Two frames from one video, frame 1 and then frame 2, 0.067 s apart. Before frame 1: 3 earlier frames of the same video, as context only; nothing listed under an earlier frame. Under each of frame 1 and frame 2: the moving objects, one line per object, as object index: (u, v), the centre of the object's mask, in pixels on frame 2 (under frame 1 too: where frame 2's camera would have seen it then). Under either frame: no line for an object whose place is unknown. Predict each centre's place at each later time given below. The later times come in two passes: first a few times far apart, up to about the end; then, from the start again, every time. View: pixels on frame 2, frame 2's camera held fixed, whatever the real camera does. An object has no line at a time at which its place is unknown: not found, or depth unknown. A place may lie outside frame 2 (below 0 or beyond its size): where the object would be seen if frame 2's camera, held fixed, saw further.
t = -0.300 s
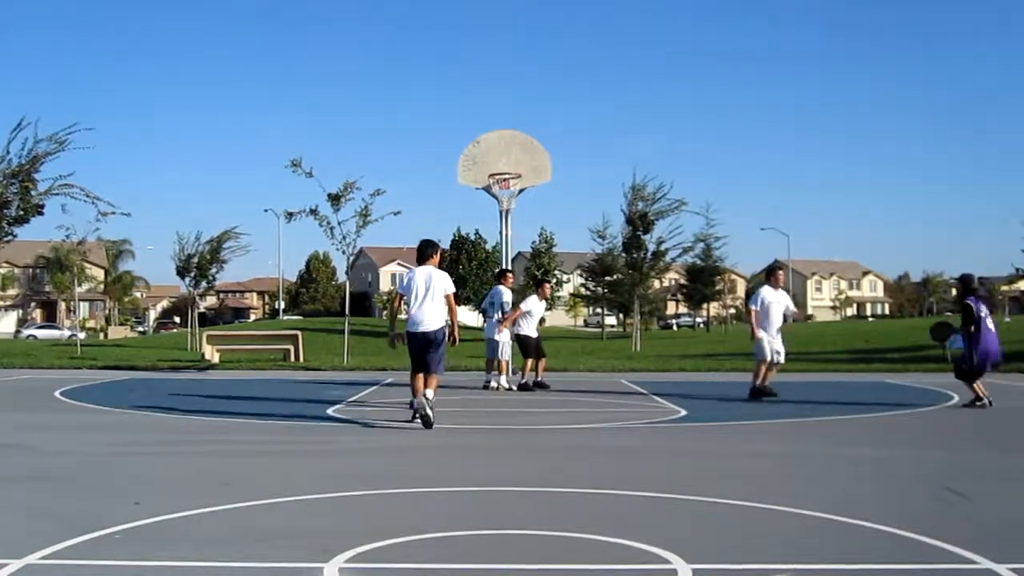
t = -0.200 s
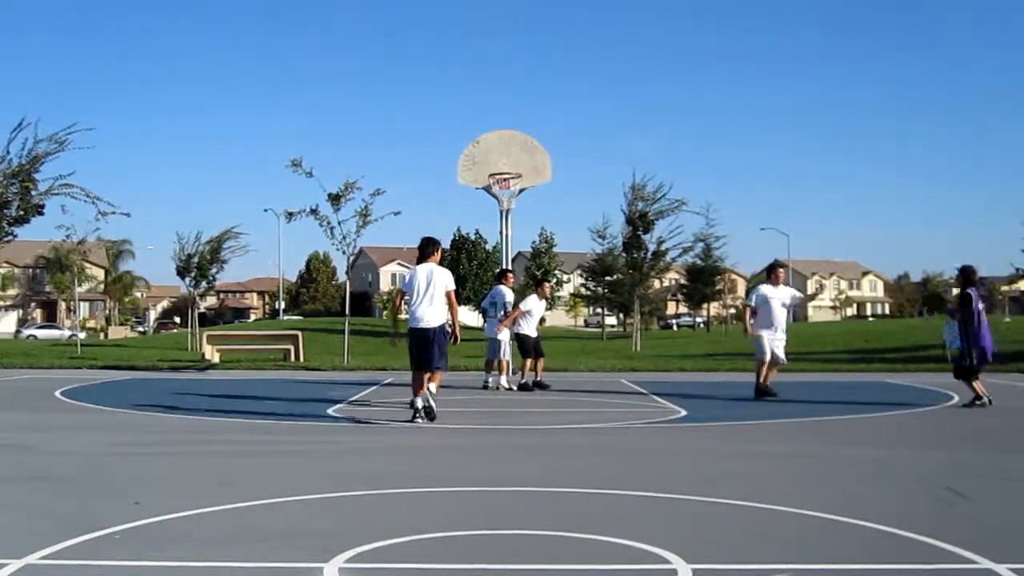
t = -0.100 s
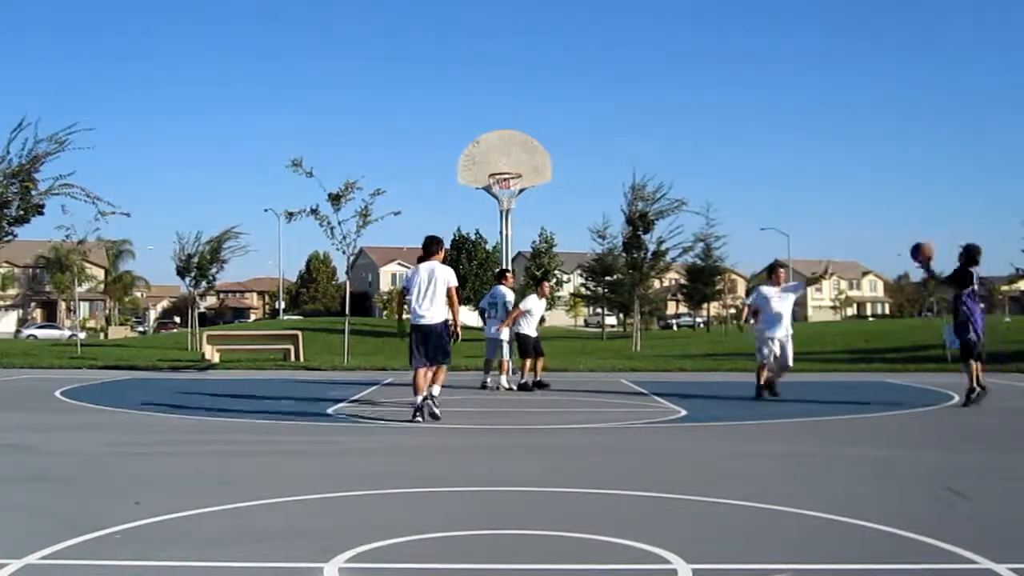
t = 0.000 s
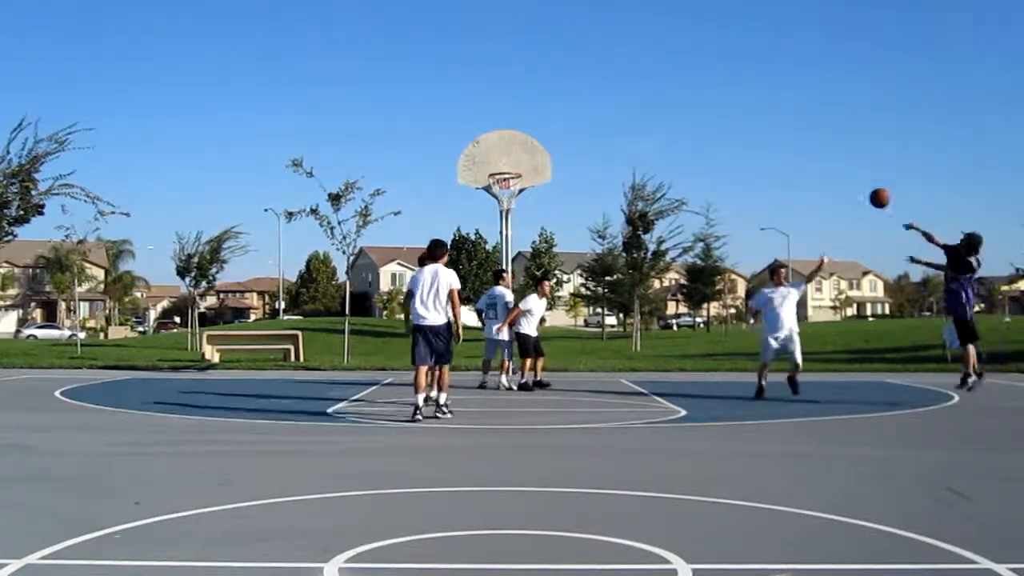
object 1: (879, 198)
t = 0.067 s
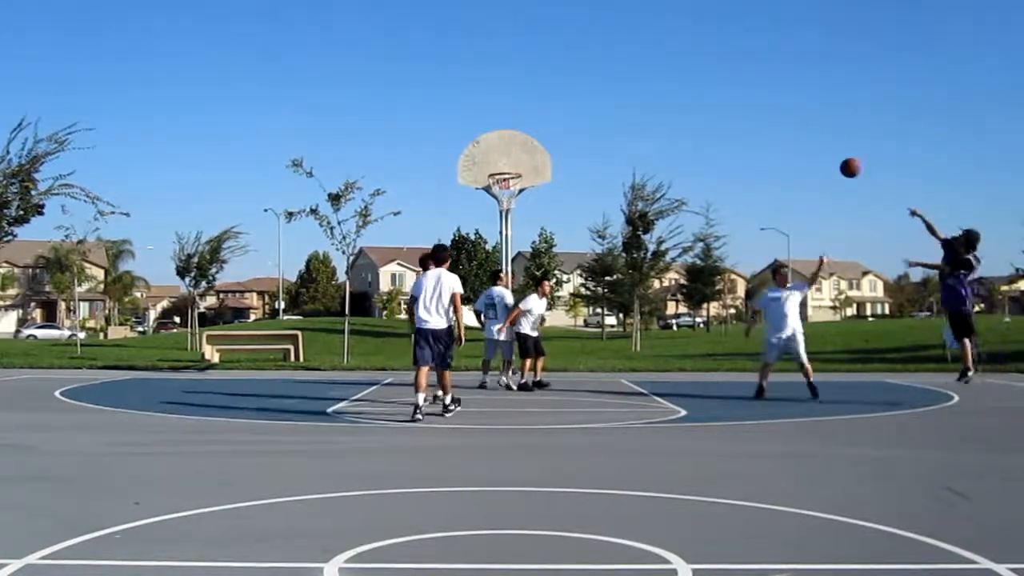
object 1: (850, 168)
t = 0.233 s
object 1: (782, 112)
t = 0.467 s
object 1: (696, 77)
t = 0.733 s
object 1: (611, 88)
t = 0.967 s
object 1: (545, 135)
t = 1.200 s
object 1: (495, 165)
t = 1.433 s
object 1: (480, 135)
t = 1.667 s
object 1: (464, 142)
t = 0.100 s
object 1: (835, 154)
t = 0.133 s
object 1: (822, 142)
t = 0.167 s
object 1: (808, 130)
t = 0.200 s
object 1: (795, 121)
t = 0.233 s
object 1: (782, 112)
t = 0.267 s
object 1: (769, 104)
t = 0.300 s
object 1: (756, 97)
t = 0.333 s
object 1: (744, 91)
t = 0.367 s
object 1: (732, 86)
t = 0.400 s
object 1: (720, 82)
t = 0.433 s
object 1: (707, 79)
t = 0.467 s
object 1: (696, 77)
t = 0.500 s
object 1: (685, 75)
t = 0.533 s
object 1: (674, 75)
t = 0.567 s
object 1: (663, 75)
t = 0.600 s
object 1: (652, 76)
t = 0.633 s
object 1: (641, 78)
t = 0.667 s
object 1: (631, 80)
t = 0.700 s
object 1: (621, 84)
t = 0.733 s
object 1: (611, 88)
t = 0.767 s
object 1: (601, 92)
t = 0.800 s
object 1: (591, 98)
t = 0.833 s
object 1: (581, 104)
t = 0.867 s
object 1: (572, 111)
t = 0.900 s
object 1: (563, 118)
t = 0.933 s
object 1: (554, 127)
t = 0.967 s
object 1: (545, 135)
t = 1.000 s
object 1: (536, 145)
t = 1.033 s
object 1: (528, 154)
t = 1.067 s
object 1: (519, 165)
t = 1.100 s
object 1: (511, 167)
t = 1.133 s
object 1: (505, 168)
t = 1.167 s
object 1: (498, 170)
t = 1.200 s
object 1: (495, 165)
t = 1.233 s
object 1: (493, 159)
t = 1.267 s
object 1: (491, 152)
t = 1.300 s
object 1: (489, 147)
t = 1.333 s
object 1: (487, 143)
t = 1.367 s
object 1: (484, 140)
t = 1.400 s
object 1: (482, 137)
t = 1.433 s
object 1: (480, 135)
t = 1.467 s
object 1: (477, 134)
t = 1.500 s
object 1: (475, 133)
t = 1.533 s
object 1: (473, 133)
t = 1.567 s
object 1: (471, 135)
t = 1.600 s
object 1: (469, 136)
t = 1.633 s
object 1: (466, 139)
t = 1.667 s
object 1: (464, 142)
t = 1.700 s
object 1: (462, 146)
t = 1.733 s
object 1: (460, 151)
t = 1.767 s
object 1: (458, 156)
